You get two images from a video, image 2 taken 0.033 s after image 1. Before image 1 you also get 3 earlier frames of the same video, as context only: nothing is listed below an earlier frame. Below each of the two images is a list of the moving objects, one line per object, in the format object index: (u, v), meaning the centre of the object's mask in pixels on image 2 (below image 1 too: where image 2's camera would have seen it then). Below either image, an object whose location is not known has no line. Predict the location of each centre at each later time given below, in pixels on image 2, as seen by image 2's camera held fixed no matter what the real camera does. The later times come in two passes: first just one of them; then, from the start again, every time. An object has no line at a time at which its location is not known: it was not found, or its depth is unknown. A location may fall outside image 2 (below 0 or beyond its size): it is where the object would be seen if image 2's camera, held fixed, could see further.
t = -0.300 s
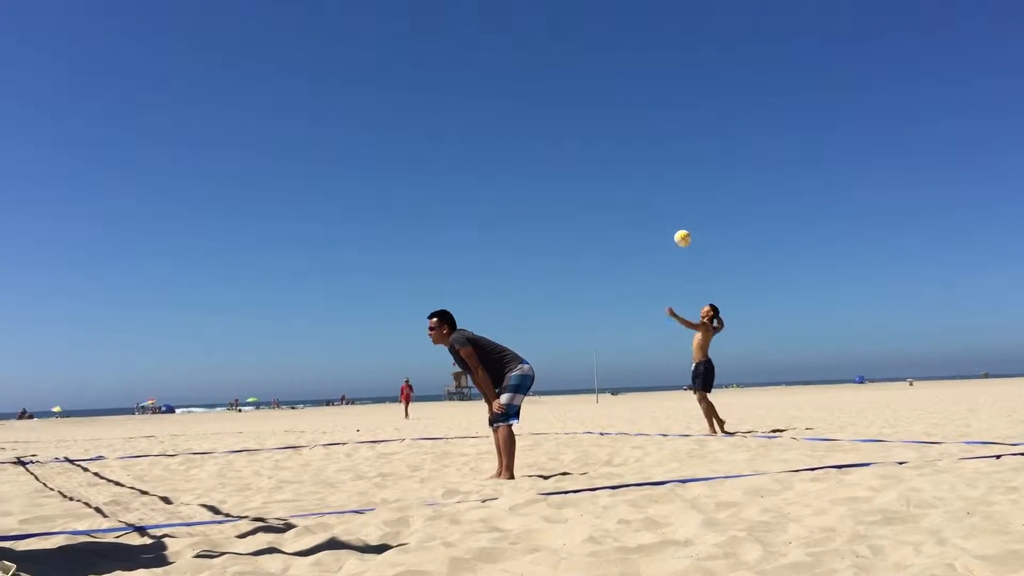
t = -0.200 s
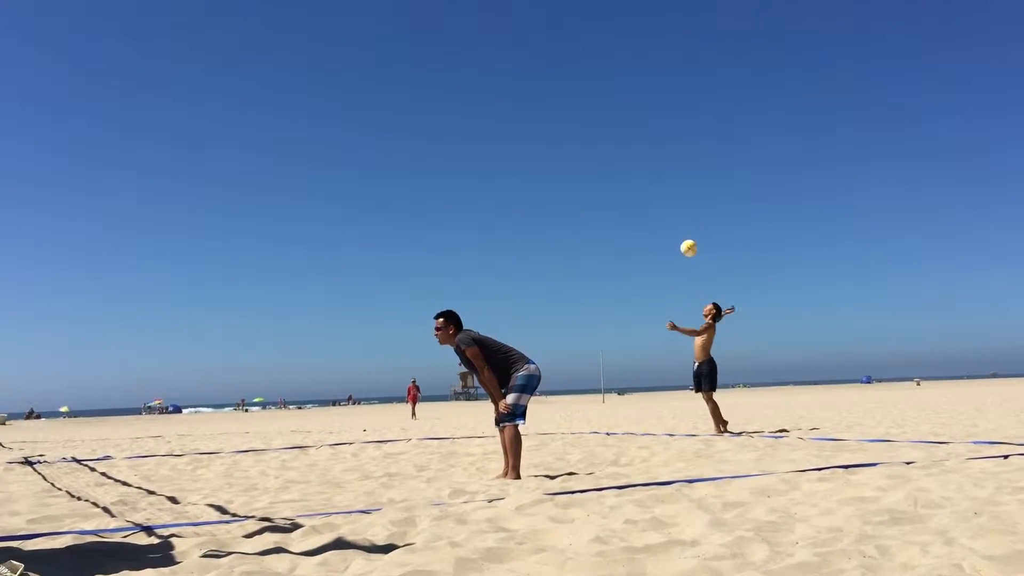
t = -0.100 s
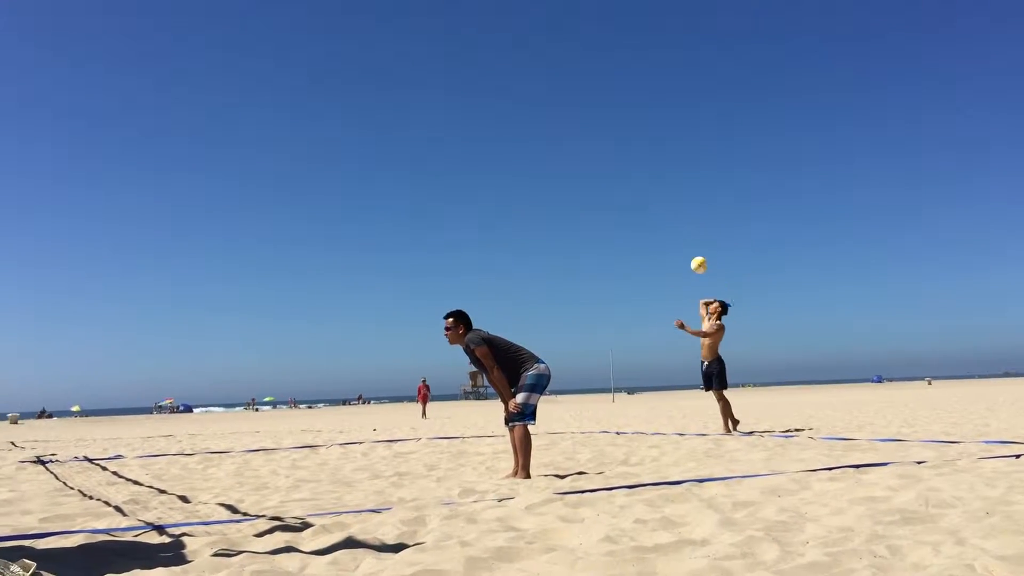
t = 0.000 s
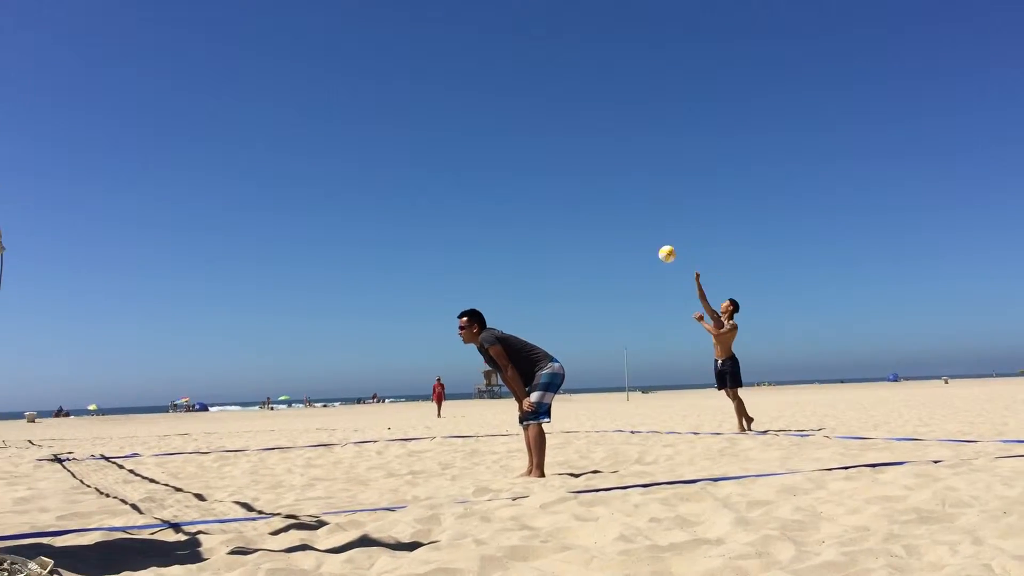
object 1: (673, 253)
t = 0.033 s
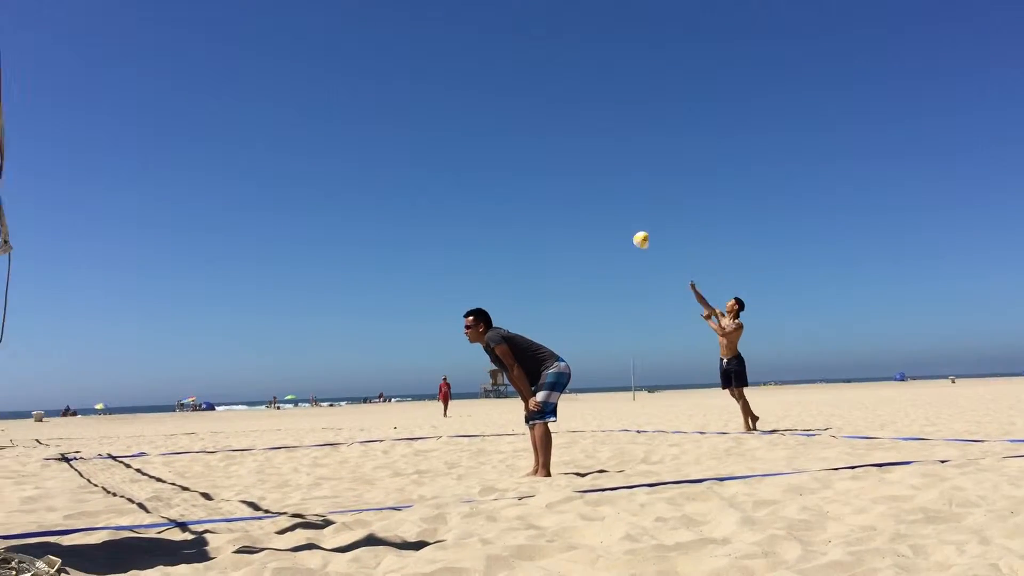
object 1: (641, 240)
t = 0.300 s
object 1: (390, 153)
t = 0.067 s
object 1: (610, 227)
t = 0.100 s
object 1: (579, 215)
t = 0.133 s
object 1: (547, 204)
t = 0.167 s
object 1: (515, 193)
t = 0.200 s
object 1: (483, 182)
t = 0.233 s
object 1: (452, 172)
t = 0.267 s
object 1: (421, 163)
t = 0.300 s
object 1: (390, 153)
